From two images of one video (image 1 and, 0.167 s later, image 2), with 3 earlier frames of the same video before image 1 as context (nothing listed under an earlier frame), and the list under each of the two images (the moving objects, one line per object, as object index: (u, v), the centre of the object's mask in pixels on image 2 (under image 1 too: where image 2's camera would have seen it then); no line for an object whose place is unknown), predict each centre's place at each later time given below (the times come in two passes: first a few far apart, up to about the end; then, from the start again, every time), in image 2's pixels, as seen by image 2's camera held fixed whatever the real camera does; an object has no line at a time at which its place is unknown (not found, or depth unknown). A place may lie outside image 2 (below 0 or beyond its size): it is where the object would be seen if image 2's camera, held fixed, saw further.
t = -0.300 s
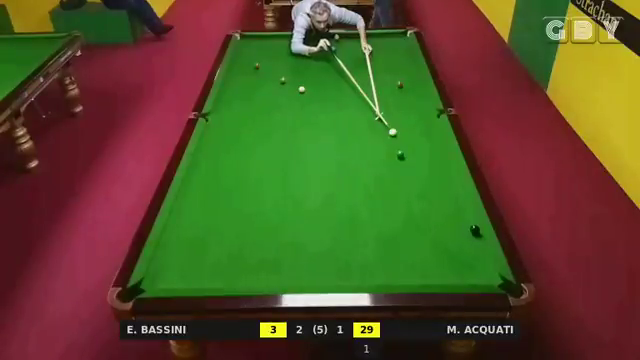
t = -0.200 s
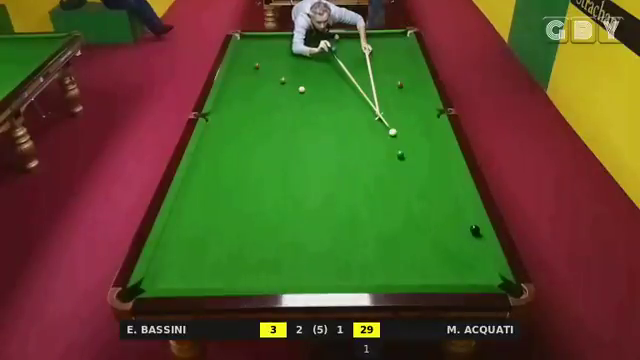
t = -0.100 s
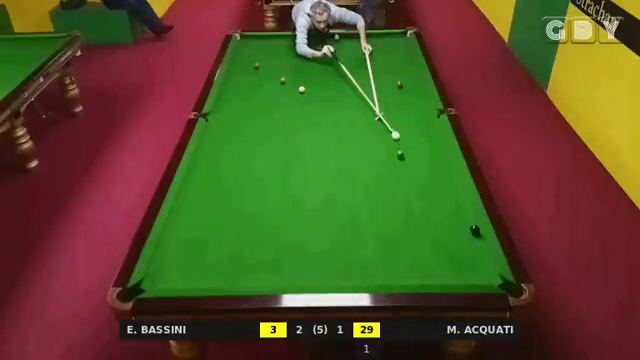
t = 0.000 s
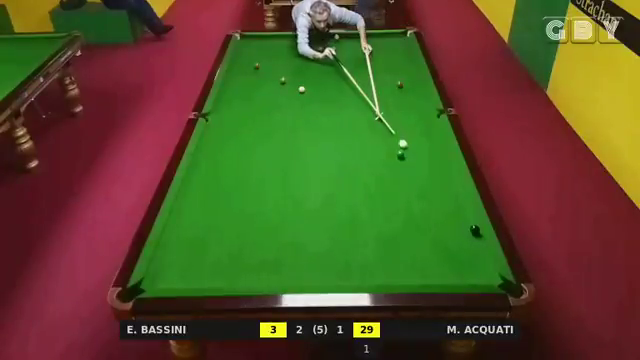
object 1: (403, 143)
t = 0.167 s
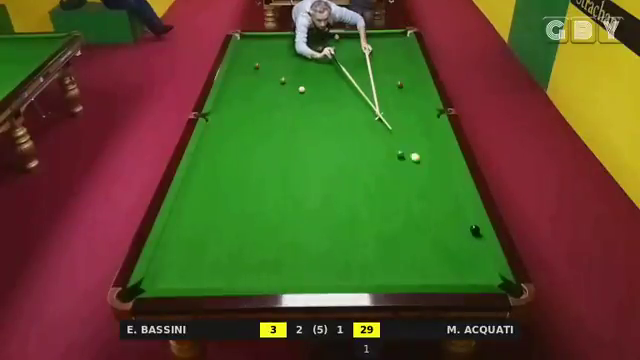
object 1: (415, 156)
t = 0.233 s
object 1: (420, 162)
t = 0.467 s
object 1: (439, 184)
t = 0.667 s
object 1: (457, 203)
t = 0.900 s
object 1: (472, 223)
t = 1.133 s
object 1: (469, 228)
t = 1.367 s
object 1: (467, 233)
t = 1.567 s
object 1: (466, 237)
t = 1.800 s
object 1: (463, 240)
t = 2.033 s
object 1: (462, 243)
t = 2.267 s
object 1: (460, 246)
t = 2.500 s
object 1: (458, 248)
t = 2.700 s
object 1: (458, 249)
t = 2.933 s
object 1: (457, 250)
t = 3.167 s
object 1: (457, 250)
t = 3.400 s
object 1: (457, 250)
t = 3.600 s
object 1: (457, 250)
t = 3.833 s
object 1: (457, 250)
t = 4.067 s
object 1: (457, 250)
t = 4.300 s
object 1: (457, 250)
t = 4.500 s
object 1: (457, 250)
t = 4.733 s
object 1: (457, 250)
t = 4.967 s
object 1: (457, 250)
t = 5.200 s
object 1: (457, 250)
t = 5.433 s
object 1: (457, 250)
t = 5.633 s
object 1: (457, 250)
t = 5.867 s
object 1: (457, 250)
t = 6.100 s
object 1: (457, 250)
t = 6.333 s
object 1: (457, 250)
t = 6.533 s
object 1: (457, 250)
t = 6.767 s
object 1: (457, 250)
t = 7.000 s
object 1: (457, 250)
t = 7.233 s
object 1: (457, 250)
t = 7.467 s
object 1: (457, 250)
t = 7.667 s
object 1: (457, 250)
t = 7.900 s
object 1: (457, 250)
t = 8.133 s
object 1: (457, 250)
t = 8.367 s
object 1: (457, 250)
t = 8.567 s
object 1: (457, 250)
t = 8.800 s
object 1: (457, 250)
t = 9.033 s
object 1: (457, 250)
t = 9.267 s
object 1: (457, 250)
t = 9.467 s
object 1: (457, 250)
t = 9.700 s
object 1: (457, 250)
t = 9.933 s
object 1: (457, 250)
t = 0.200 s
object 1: (417, 159)
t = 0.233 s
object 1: (420, 162)
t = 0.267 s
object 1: (423, 165)
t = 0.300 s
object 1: (425, 168)
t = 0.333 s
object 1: (428, 171)
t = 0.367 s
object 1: (431, 174)
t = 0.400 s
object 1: (433, 177)
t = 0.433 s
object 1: (436, 181)
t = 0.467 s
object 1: (439, 184)
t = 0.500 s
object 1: (442, 187)
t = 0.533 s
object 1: (445, 190)
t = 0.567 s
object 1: (448, 194)
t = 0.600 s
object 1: (451, 197)
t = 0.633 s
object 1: (454, 200)
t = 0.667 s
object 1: (457, 203)
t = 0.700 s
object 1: (460, 207)
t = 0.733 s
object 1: (463, 210)
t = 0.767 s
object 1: (467, 214)
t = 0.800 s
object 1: (470, 217)
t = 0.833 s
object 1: (472, 221)
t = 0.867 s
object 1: (472, 222)
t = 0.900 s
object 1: (472, 223)
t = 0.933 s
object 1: (471, 223)
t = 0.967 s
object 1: (471, 224)
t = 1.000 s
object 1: (471, 225)
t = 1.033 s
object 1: (471, 226)
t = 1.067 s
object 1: (470, 227)
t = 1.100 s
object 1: (470, 227)
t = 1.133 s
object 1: (469, 228)
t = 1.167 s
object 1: (469, 229)
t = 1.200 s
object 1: (469, 229)
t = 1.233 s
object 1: (469, 230)
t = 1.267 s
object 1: (468, 231)
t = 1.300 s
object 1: (468, 231)
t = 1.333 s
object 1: (468, 232)
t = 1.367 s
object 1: (467, 233)
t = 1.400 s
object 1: (467, 233)
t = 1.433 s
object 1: (467, 234)
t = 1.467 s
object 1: (467, 235)
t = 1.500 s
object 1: (466, 235)
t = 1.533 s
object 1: (466, 236)
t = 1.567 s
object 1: (466, 237)
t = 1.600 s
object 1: (465, 237)
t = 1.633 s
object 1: (465, 238)
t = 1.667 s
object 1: (465, 238)
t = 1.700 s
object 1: (464, 239)
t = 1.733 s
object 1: (464, 239)
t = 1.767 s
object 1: (464, 240)
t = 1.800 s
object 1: (463, 240)
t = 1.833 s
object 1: (463, 241)
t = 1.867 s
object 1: (463, 241)
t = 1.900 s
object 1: (463, 242)
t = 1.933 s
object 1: (462, 242)
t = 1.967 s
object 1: (462, 243)
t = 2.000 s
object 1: (462, 243)
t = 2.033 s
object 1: (462, 243)
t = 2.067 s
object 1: (461, 244)
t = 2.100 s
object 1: (461, 244)
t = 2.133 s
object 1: (461, 245)
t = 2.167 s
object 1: (460, 245)
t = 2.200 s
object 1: (460, 245)
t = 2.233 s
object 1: (460, 246)
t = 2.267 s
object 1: (460, 246)
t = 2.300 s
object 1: (460, 246)
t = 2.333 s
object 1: (459, 247)
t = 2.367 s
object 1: (459, 247)
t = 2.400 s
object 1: (459, 247)
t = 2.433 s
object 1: (459, 247)
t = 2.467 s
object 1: (459, 248)
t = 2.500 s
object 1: (458, 248)
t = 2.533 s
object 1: (458, 248)
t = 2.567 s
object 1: (458, 248)
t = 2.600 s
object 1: (458, 249)
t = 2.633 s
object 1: (458, 249)
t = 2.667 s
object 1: (458, 249)
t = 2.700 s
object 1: (458, 249)
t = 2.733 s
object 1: (458, 249)
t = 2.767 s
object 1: (458, 249)
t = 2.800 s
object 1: (458, 250)
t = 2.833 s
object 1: (457, 250)
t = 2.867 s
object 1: (457, 250)
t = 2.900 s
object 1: (457, 250)
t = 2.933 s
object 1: (457, 250)
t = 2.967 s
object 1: (457, 250)
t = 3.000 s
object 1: (457, 250)
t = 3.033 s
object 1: (457, 250)
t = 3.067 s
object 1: (457, 250)
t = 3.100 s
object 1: (457, 250)
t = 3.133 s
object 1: (457, 250)
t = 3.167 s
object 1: (457, 250)
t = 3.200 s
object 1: (457, 250)
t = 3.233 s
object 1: (457, 250)
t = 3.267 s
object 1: (457, 250)
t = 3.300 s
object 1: (457, 250)
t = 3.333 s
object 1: (457, 250)
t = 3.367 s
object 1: (457, 250)
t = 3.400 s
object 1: (457, 250)
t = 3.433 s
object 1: (457, 250)
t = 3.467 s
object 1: (457, 250)
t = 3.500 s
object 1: (457, 250)
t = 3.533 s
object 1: (457, 250)
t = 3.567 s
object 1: (457, 250)
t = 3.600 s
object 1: (457, 250)
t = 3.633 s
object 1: (457, 250)
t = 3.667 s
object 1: (457, 250)
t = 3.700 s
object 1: (457, 250)
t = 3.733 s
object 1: (457, 250)
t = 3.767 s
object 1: (457, 250)
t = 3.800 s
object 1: (457, 250)
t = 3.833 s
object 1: (457, 250)
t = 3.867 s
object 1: (457, 250)
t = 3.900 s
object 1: (457, 250)
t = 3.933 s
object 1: (457, 250)
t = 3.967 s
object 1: (457, 250)
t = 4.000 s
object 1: (457, 250)
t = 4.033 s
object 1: (457, 250)
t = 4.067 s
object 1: (457, 250)
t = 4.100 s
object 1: (457, 250)
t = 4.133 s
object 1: (457, 250)
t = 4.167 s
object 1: (457, 250)
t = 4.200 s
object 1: (457, 250)
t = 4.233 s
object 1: (457, 250)
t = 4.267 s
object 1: (457, 250)
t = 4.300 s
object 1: (457, 250)
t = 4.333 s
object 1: (457, 250)
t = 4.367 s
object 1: (457, 250)
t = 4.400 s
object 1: (457, 250)
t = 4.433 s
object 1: (457, 250)
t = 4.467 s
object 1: (457, 250)
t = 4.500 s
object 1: (457, 250)
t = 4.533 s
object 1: (457, 250)
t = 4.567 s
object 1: (457, 250)
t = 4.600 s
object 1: (457, 250)
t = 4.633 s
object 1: (457, 250)
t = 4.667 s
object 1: (457, 250)
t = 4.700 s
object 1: (457, 250)
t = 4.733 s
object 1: (457, 250)
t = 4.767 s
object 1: (457, 250)
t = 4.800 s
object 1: (457, 250)
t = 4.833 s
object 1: (457, 250)
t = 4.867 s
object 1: (457, 250)
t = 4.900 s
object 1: (457, 250)
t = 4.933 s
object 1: (457, 250)
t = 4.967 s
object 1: (457, 250)
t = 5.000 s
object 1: (457, 250)
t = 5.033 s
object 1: (457, 250)
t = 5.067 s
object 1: (457, 250)
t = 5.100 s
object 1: (457, 250)
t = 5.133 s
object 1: (457, 250)
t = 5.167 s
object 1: (457, 250)
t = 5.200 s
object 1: (457, 250)
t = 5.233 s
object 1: (457, 250)
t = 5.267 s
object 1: (457, 250)
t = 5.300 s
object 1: (457, 250)
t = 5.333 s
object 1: (457, 250)
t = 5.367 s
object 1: (457, 250)
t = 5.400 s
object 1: (457, 250)
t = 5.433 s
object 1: (457, 250)
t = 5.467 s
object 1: (457, 250)
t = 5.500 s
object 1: (457, 250)
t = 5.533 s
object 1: (457, 250)
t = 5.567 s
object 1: (457, 250)
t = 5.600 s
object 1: (457, 250)
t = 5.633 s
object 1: (457, 250)
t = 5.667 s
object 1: (457, 250)
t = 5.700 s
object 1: (457, 250)
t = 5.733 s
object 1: (457, 250)
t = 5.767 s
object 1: (457, 250)
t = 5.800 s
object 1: (457, 250)
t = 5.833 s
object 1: (457, 250)
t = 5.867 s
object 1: (457, 250)
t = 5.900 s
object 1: (457, 250)
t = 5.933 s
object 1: (457, 250)
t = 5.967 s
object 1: (457, 250)
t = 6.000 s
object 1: (457, 250)
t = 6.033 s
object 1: (457, 250)
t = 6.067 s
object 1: (457, 250)
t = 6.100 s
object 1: (457, 250)
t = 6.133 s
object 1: (457, 250)
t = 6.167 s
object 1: (457, 250)
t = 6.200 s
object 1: (457, 250)
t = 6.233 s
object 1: (457, 250)
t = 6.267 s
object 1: (457, 250)
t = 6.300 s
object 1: (457, 250)
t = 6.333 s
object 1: (457, 250)
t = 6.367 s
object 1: (457, 250)
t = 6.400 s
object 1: (457, 250)
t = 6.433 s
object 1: (457, 250)
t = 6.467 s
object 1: (457, 250)
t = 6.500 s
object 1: (457, 250)
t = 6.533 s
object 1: (457, 250)
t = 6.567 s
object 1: (457, 250)
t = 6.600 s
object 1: (457, 250)
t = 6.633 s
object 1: (457, 250)
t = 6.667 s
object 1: (457, 250)
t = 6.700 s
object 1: (457, 250)
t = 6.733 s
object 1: (457, 250)
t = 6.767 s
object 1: (457, 250)
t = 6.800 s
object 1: (457, 250)
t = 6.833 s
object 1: (457, 250)
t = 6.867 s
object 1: (457, 250)
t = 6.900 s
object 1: (457, 250)
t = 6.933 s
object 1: (457, 250)
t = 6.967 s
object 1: (457, 250)
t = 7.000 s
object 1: (457, 250)
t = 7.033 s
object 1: (457, 250)
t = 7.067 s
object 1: (457, 250)
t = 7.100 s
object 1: (457, 250)
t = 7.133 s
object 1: (457, 250)
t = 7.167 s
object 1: (457, 250)
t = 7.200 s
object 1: (457, 250)
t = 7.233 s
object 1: (457, 250)
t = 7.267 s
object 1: (457, 250)
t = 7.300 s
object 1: (457, 250)
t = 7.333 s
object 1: (457, 250)
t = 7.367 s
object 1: (457, 250)
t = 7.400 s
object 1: (457, 250)
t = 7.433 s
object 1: (457, 250)
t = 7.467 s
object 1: (457, 250)
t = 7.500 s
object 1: (457, 250)
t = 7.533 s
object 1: (457, 250)
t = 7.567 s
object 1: (457, 250)
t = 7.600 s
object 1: (457, 250)
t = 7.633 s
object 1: (457, 250)
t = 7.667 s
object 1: (457, 250)
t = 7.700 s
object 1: (457, 250)
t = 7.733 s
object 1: (457, 250)
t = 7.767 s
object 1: (457, 250)
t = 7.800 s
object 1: (457, 250)
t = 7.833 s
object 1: (457, 250)
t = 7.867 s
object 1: (457, 250)
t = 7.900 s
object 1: (457, 250)
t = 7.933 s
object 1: (457, 250)
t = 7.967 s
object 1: (457, 250)
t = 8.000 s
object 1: (457, 250)
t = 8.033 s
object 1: (457, 250)
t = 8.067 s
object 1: (457, 250)
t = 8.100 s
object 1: (457, 250)
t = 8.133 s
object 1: (457, 250)
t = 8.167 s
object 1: (457, 250)
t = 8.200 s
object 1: (457, 250)
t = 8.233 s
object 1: (457, 250)
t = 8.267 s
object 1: (457, 250)
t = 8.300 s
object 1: (457, 250)
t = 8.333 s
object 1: (457, 250)
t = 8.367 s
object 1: (457, 250)
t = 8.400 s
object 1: (457, 250)
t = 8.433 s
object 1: (457, 250)
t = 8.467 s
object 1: (457, 250)
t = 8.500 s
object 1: (457, 250)
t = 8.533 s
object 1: (457, 250)
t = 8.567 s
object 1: (457, 250)
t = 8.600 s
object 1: (457, 250)
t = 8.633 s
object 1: (457, 250)
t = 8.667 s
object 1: (457, 250)
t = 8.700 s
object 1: (457, 250)
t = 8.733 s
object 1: (457, 250)
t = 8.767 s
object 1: (457, 250)
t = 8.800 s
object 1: (457, 250)
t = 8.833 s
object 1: (457, 250)
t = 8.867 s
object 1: (457, 250)
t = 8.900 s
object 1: (457, 250)
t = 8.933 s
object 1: (457, 250)
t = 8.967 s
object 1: (457, 250)
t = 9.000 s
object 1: (457, 250)
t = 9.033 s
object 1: (457, 250)
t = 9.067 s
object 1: (457, 250)
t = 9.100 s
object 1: (457, 250)
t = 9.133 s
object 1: (457, 250)
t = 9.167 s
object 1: (457, 250)
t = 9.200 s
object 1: (457, 250)
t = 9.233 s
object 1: (457, 250)
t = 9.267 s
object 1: (457, 250)
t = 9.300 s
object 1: (457, 250)
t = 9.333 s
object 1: (457, 250)
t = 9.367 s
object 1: (457, 250)
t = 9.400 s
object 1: (457, 250)
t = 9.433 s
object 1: (457, 250)
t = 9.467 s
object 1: (457, 250)
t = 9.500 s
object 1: (457, 250)
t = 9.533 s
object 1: (457, 250)
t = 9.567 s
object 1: (457, 250)
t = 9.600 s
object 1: (457, 250)
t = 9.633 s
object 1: (457, 250)
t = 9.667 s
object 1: (457, 250)
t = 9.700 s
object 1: (457, 250)
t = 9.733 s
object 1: (457, 250)
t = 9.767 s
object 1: (457, 250)
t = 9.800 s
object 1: (457, 250)
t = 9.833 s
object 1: (457, 250)
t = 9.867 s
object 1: (457, 250)
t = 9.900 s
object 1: (457, 250)
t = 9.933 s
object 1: (457, 250)
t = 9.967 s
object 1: (457, 250)
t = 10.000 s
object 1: (457, 250)
